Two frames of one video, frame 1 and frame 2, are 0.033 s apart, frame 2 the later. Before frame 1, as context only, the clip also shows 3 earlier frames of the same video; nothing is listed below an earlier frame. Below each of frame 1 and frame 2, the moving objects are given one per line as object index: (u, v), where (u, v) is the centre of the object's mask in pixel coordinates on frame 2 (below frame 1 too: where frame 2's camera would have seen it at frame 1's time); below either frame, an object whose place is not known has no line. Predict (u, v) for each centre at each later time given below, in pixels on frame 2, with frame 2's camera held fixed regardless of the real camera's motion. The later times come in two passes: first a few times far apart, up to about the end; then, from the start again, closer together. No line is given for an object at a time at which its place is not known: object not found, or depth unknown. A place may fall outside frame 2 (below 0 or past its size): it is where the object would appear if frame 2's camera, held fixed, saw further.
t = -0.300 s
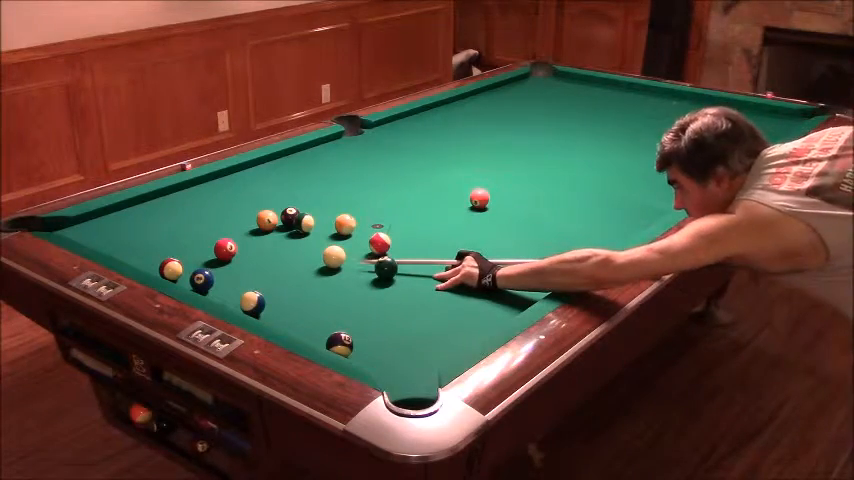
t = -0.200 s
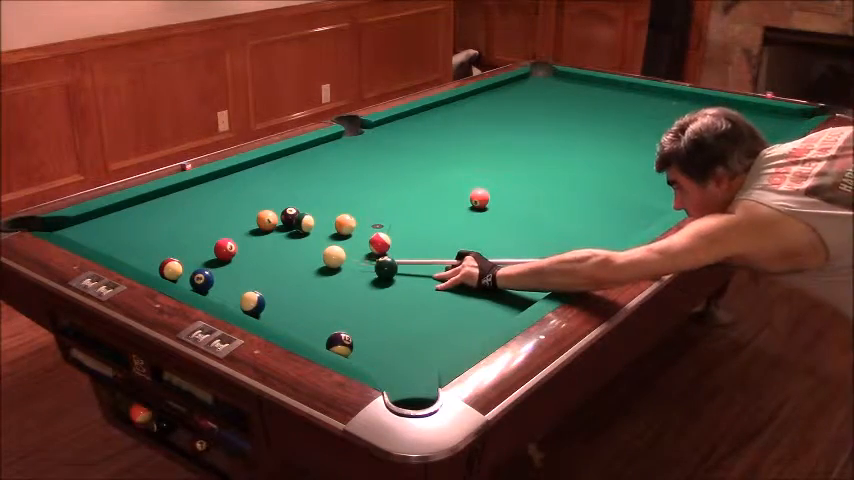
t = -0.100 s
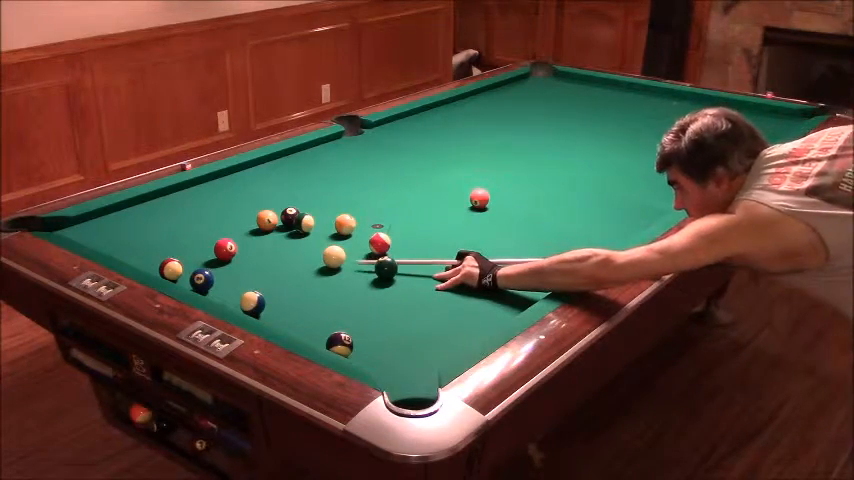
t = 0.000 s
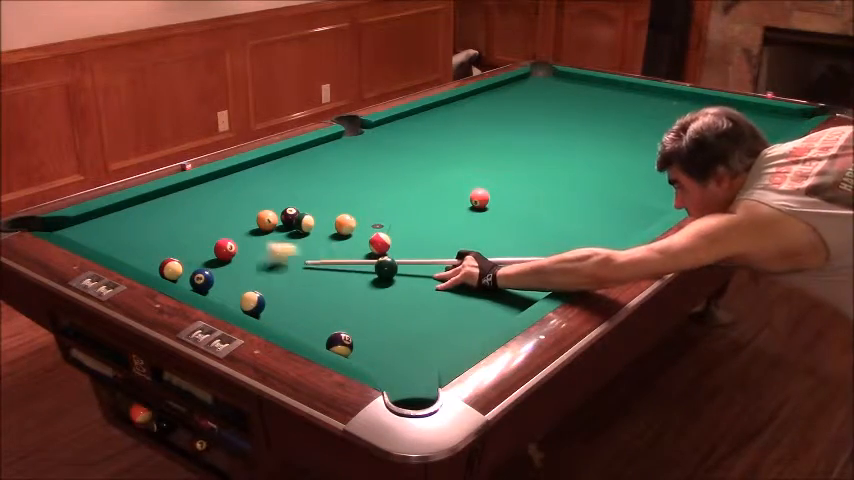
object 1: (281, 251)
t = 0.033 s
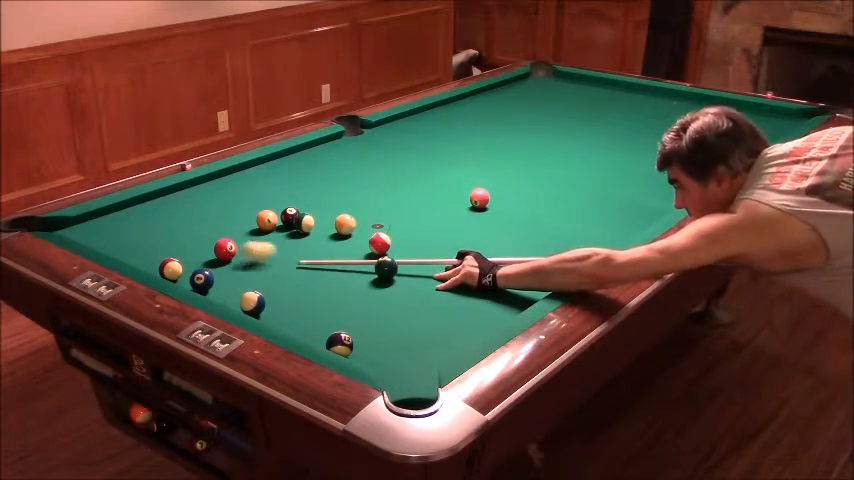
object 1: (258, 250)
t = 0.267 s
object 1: (251, 255)
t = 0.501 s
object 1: (259, 260)
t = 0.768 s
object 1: (267, 264)
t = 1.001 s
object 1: (273, 267)
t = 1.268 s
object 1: (280, 270)
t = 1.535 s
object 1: (284, 272)
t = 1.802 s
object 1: (288, 273)
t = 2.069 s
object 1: (290, 273)
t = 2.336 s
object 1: (290, 273)
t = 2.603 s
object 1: (290, 273)
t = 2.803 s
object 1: (287, 272)
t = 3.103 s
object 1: (290, 273)
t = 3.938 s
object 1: (295, 273)
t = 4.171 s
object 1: (292, 273)
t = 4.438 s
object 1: (292, 273)
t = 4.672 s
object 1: (292, 273)
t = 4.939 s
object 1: (292, 273)
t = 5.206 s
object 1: (292, 273)
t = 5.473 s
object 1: (293, 273)
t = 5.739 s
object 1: (293, 273)
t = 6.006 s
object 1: (293, 273)
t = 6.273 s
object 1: (293, 273)
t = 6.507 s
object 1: (292, 273)
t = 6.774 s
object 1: (292, 273)
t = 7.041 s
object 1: (292, 273)
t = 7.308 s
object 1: (293, 273)
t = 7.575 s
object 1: (292, 273)
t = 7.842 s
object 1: (292, 273)
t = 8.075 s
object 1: (292, 273)
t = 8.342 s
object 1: (292, 273)
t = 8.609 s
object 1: (292, 273)
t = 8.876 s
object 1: (292, 273)
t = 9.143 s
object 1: (292, 273)
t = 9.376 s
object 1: (292, 273)
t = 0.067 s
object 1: (246, 251)
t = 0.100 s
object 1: (245, 252)
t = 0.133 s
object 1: (246, 253)
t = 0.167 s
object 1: (247, 253)
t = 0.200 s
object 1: (249, 254)
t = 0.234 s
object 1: (250, 254)
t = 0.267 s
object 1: (251, 255)
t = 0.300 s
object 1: (252, 256)
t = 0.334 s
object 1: (253, 256)
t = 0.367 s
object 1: (254, 257)
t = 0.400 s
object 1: (255, 257)
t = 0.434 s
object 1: (257, 259)
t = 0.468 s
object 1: (259, 259)
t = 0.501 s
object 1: (259, 260)
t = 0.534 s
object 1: (261, 261)
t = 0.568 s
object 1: (262, 261)
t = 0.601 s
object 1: (263, 262)
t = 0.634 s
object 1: (264, 262)
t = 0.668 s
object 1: (265, 263)
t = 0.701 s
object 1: (266, 263)
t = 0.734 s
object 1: (266, 264)
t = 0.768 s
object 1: (267, 264)
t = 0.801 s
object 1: (268, 264)
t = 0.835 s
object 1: (269, 265)
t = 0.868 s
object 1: (270, 266)
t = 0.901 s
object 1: (271, 266)
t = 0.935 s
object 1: (272, 267)
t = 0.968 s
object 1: (273, 267)
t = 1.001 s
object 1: (273, 267)
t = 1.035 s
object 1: (274, 268)
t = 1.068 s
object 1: (275, 268)
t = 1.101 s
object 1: (276, 268)
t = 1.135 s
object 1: (277, 269)
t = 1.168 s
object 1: (278, 269)
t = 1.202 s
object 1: (279, 269)
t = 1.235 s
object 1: (279, 269)
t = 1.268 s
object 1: (280, 270)
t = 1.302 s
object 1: (281, 270)
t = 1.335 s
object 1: (281, 270)
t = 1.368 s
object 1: (282, 271)
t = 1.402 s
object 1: (282, 271)
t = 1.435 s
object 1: (283, 271)
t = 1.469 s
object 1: (283, 271)
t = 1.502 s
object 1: (284, 271)
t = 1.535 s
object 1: (284, 272)
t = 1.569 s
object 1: (285, 272)
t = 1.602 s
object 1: (286, 272)
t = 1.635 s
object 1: (286, 272)
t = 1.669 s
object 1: (286, 272)
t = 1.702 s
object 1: (287, 272)
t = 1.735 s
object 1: (287, 272)
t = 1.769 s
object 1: (288, 273)
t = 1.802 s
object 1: (288, 273)
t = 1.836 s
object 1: (288, 273)
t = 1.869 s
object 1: (288, 273)
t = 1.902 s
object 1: (289, 273)
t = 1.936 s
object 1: (289, 273)
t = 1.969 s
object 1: (289, 273)
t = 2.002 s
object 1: (290, 273)
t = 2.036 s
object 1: (290, 273)
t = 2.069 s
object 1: (290, 273)
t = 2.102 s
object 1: (290, 273)
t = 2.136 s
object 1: (290, 273)
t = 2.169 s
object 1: (290, 273)
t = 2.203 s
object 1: (290, 273)
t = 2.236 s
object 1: (290, 273)
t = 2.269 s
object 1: (290, 273)
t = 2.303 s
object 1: (290, 273)
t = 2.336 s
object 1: (290, 273)
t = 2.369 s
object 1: (290, 273)
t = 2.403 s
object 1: (290, 273)
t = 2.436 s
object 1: (290, 273)
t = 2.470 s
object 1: (290, 273)
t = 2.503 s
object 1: (290, 273)
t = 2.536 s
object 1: (290, 273)
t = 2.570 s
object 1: (290, 273)
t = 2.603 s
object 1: (290, 273)
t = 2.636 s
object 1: (290, 273)
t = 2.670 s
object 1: (290, 273)
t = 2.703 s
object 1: (290, 274)
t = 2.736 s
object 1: (290, 274)
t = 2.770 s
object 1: (290, 273)
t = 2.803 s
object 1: (287, 272)
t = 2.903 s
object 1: (294, 272)
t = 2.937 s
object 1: (290, 273)
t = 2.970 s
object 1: (290, 273)
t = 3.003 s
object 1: (290, 273)
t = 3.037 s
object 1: (290, 273)
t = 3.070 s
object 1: (290, 273)
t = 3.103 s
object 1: (290, 273)
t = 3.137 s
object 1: (290, 273)
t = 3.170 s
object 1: (290, 273)
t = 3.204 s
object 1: (288, 273)
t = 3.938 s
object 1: (295, 273)
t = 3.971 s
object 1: (293, 273)
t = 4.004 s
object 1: (292, 273)
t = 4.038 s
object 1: (292, 273)
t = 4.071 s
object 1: (292, 273)
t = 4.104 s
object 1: (292, 273)
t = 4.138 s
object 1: (292, 273)
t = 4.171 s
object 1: (292, 273)
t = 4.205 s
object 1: (292, 273)
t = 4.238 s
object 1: (292, 273)
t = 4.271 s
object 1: (292, 273)
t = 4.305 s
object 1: (292, 273)
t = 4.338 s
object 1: (292, 273)
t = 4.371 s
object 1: (292, 273)
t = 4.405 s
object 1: (292, 273)
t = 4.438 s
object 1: (292, 273)
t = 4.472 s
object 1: (292, 273)
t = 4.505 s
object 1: (292, 273)
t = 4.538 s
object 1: (292, 273)
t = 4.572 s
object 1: (292, 273)
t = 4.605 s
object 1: (292, 273)
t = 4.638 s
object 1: (292, 273)
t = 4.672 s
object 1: (292, 273)
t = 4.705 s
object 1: (292, 273)
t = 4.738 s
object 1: (292, 273)
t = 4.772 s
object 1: (292, 273)
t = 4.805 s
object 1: (292, 273)
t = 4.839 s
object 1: (292, 273)
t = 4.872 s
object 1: (292, 273)
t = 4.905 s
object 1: (292, 273)
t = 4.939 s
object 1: (292, 273)
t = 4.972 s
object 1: (292, 273)
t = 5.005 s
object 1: (292, 273)
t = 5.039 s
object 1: (292, 273)
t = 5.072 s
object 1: (292, 273)
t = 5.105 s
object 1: (292, 273)
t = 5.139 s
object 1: (292, 273)
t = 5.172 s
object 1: (292, 273)
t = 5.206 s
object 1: (292, 273)
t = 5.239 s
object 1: (292, 273)
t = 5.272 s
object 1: (292, 273)
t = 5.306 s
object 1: (292, 273)
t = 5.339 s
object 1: (292, 273)
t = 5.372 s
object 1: (293, 273)
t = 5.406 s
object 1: (293, 273)
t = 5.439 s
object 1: (293, 273)
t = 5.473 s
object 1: (293, 273)
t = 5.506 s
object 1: (293, 273)
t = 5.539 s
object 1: (293, 273)
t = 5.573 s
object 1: (293, 273)
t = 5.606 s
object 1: (293, 273)
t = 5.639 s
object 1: (293, 273)
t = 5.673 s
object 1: (293, 273)
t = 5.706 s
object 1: (292, 273)
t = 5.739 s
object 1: (293, 273)
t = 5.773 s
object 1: (292, 273)
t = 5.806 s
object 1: (293, 273)
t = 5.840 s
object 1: (292, 273)
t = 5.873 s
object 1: (293, 273)
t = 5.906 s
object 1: (292, 273)
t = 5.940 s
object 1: (293, 273)
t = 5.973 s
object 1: (293, 273)
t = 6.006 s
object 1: (293, 273)
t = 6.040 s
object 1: (293, 273)
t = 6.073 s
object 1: (293, 273)
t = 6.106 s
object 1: (293, 273)
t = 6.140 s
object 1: (293, 273)
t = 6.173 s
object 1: (293, 273)
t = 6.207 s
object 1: (293, 273)
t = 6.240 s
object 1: (293, 273)
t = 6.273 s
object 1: (293, 273)
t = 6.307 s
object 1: (293, 273)
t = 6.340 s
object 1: (293, 273)
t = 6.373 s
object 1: (293, 273)
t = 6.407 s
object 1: (293, 273)
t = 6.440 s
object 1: (292, 273)
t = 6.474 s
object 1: (292, 273)
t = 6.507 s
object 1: (292, 273)
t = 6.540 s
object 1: (292, 273)
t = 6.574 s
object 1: (293, 273)
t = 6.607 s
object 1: (292, 273)
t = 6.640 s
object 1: (292, 273)
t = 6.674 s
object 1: (292, 273)
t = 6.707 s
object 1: (292, 273)
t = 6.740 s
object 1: (292, 273)
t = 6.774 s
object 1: (292, 273)
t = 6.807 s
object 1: (292, 273)
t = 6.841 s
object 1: (292, 273)
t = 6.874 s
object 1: (292, 273)
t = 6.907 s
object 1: (292, 273)
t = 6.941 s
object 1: (292, 273)
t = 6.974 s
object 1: (293, 273)
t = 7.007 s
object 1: (292, 273)
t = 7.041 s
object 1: (292, 273)
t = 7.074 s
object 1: (292, 273)
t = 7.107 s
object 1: (292, 273)
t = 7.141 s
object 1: (292, 273)
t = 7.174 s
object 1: (292, 273)
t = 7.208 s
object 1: (292, 273)
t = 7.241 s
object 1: (292, 273)
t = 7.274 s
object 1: (293, 273)
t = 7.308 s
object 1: (293, 273)
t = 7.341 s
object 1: (292, 273)
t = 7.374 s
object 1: (293, 273)
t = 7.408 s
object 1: (293, 273)
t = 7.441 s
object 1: (293, 273)
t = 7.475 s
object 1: (293, 273)
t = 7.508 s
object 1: (292, 273)
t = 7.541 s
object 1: (292, 273)
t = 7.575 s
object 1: (292, 273)
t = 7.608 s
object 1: (292, 273)
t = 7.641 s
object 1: (292, 273)
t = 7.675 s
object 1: (292, 273)
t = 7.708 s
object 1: (292, 273)
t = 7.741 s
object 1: (292, 273)
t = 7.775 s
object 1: (292, 273)
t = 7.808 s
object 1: (292, 273)
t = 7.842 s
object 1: (292, 273)
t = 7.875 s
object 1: (292, 273)
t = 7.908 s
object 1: (292, 273)
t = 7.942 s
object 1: (292, 273)
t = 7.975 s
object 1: (292, 273)
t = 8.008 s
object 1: (292, 273)
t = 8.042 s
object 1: (292, 273)
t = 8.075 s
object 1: (292, 273)
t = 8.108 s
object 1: (292, 273)
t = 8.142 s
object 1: (292, 273)
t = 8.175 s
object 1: (292, 273)
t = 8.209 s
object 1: (292, 273)
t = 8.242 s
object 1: (292, 273)
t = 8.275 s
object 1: (292, 273)
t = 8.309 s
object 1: (292, 273)
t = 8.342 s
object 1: (292, 273)
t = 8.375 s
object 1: (292, 273)
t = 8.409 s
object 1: (292, 273)
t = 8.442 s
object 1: (292, 273)
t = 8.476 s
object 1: (292, 273)
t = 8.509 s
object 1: (292, 273)
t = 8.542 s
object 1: (292, 273)
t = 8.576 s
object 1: (292, 273)
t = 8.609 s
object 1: (292, 273)
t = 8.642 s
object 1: (292, 273)
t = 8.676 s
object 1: (292, 273)
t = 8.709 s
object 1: (292, 273)
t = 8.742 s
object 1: (292, 273)
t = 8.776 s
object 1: (292, 273)
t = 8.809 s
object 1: (292, 273)
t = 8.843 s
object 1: (292, 273)
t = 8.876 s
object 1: (292, 273)
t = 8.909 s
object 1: (292, 273)
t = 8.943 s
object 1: (292, 273)
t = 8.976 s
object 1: (292, 273)
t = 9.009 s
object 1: (292, 273)
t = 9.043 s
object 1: (292, 273)
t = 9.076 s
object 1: (292, 273)
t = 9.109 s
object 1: (292, 273)
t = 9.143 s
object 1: (292, 273)
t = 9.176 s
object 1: (292, 273)
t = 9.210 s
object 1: (292, 273)
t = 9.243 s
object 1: (292, 273)
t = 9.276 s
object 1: (292, 273)
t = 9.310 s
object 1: (292, 273)
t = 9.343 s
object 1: (292, 273)
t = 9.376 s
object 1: (292, 273)
